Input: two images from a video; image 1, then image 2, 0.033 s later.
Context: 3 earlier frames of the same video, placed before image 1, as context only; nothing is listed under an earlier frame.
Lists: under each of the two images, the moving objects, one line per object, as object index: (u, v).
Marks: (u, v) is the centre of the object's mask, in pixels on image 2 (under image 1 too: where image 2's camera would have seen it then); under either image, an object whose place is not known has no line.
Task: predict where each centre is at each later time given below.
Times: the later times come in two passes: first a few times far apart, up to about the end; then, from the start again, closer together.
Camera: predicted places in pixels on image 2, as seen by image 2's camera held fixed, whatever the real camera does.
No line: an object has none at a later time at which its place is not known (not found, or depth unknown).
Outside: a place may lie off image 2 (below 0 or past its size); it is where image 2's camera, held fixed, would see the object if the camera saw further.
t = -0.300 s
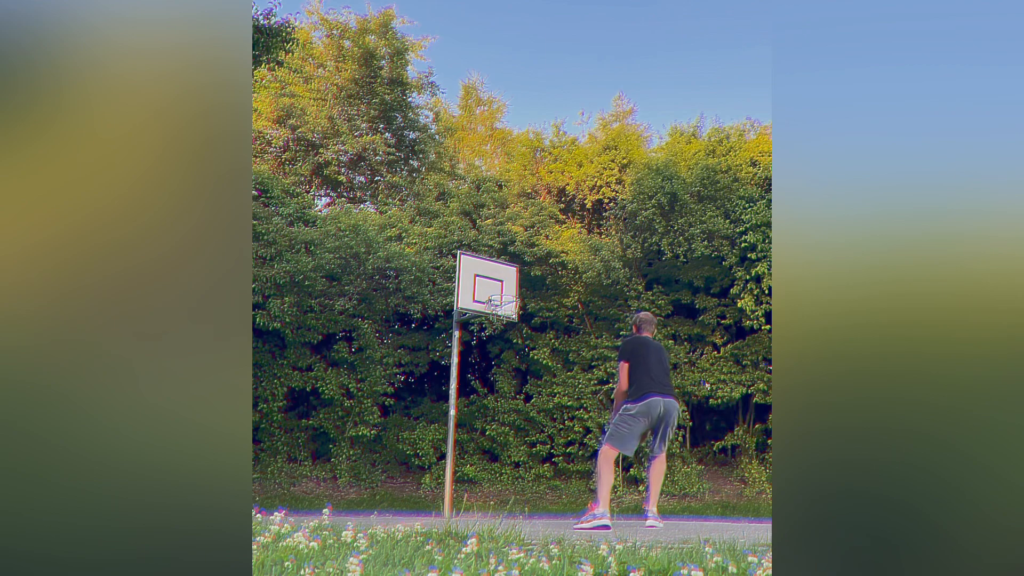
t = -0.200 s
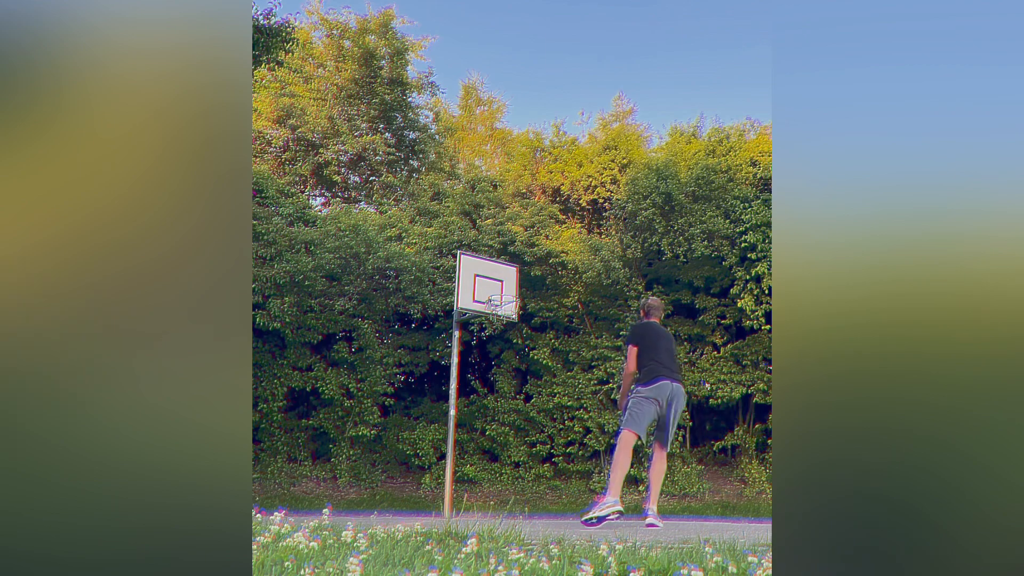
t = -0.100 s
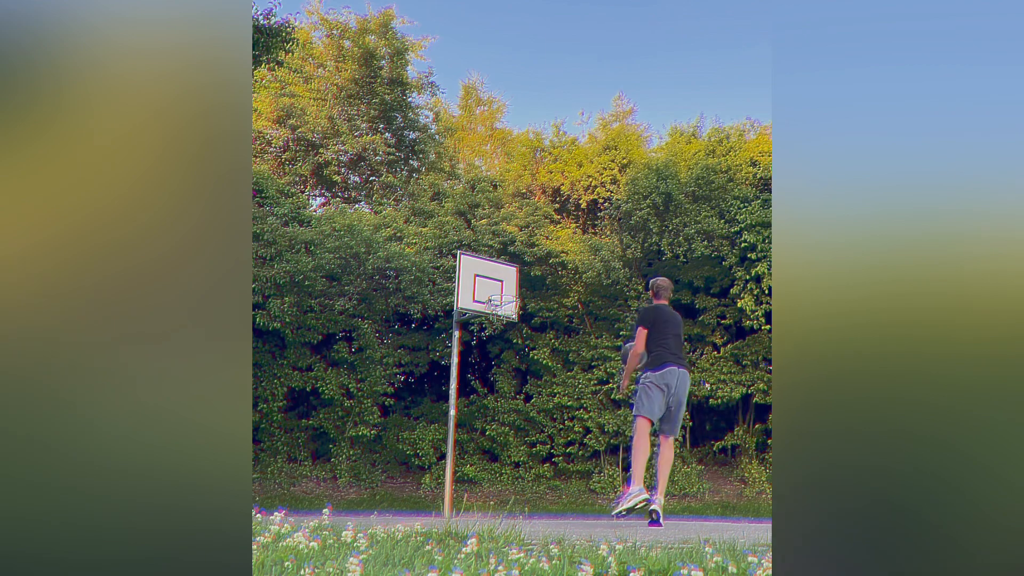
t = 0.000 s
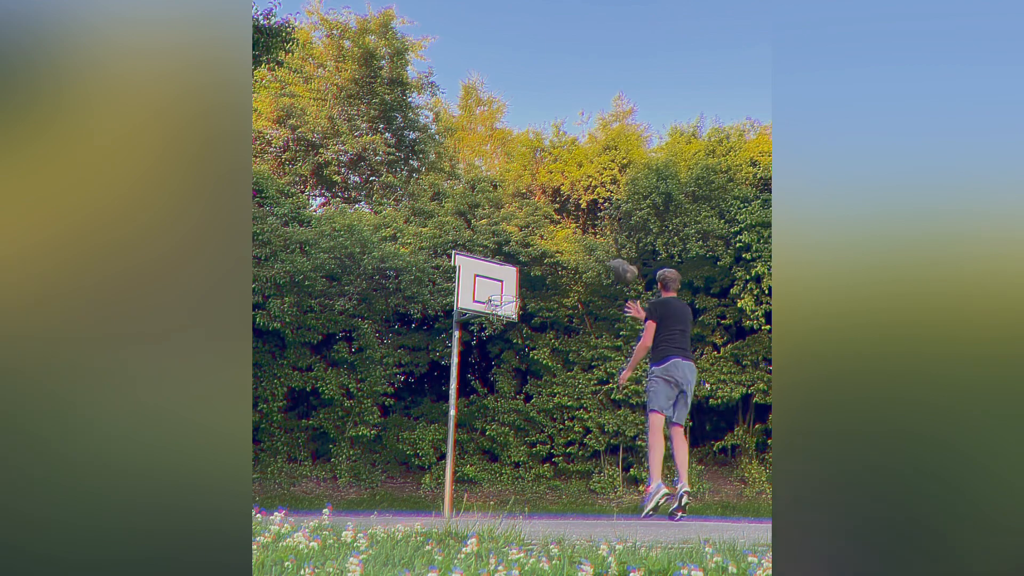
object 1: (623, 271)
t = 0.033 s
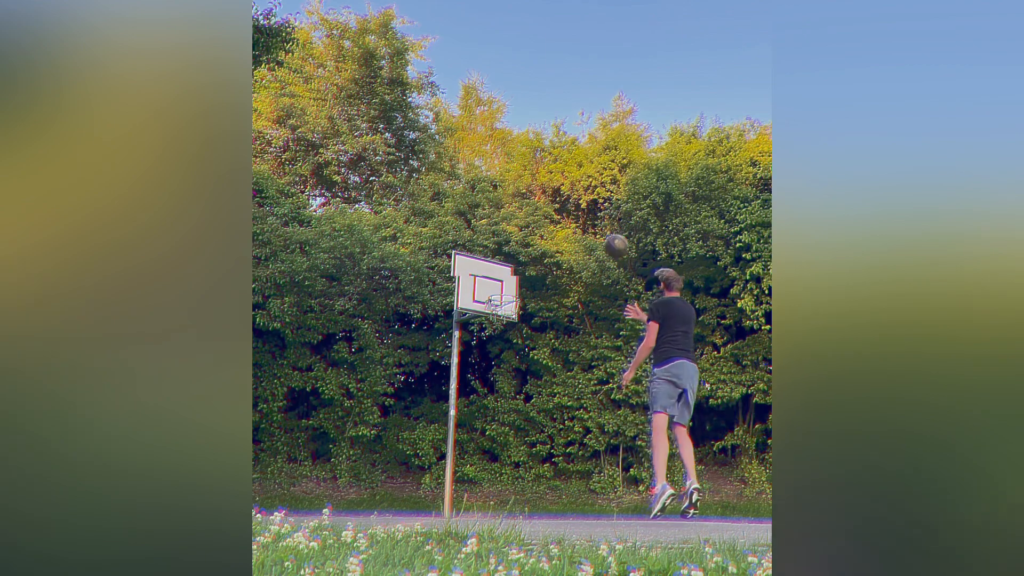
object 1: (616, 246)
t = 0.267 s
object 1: (603, 119)
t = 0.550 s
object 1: (589, 47)
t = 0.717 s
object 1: (582, 35)
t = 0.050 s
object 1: (616, 234)
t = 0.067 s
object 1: (614, 223)
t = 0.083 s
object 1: (612, 211)
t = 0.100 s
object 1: (611, 201)
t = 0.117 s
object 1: (610, 191)
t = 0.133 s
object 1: (609, 181)
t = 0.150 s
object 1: (607, 172)
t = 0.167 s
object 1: (606, 164)
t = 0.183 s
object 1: (605, 155)
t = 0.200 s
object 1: (604, 147)
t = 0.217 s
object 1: (603, 139)
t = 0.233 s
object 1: (606, 132)
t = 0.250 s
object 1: (604, 125)
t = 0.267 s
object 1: (603, 119)
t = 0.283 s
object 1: (603, 112)
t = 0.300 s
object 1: (602, 106)
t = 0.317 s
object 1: (601, 100)
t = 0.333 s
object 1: (600, 95)
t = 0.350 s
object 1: (599, 90)
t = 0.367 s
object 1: (598, 85)
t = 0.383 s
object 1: (597, 80)
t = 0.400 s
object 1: (596, 76)
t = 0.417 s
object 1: (595, 72)
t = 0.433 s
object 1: (595, 68)
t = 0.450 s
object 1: (594, 64)
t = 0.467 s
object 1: (593, 61)
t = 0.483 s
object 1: (592, 58)
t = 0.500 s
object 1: (591, 54)
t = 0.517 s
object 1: (590, 52)
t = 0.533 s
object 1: (590, 49)
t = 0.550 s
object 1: (589, 47)
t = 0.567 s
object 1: (588, 45)
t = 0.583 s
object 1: (587, 43)
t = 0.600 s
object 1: (587, 41)
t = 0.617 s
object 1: (586, 40)
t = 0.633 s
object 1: (585, 39)
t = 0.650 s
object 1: (584, 37)
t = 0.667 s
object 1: (584, 36)
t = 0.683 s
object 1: (583, 36)
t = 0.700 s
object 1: (582, 35)
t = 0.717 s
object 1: (582, 35)
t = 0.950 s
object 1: (573, 49)
